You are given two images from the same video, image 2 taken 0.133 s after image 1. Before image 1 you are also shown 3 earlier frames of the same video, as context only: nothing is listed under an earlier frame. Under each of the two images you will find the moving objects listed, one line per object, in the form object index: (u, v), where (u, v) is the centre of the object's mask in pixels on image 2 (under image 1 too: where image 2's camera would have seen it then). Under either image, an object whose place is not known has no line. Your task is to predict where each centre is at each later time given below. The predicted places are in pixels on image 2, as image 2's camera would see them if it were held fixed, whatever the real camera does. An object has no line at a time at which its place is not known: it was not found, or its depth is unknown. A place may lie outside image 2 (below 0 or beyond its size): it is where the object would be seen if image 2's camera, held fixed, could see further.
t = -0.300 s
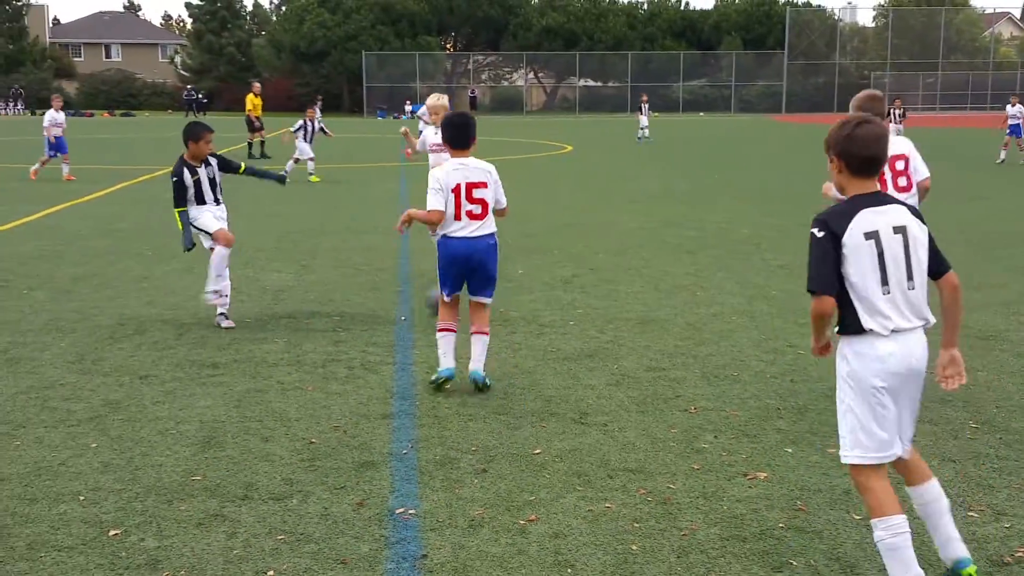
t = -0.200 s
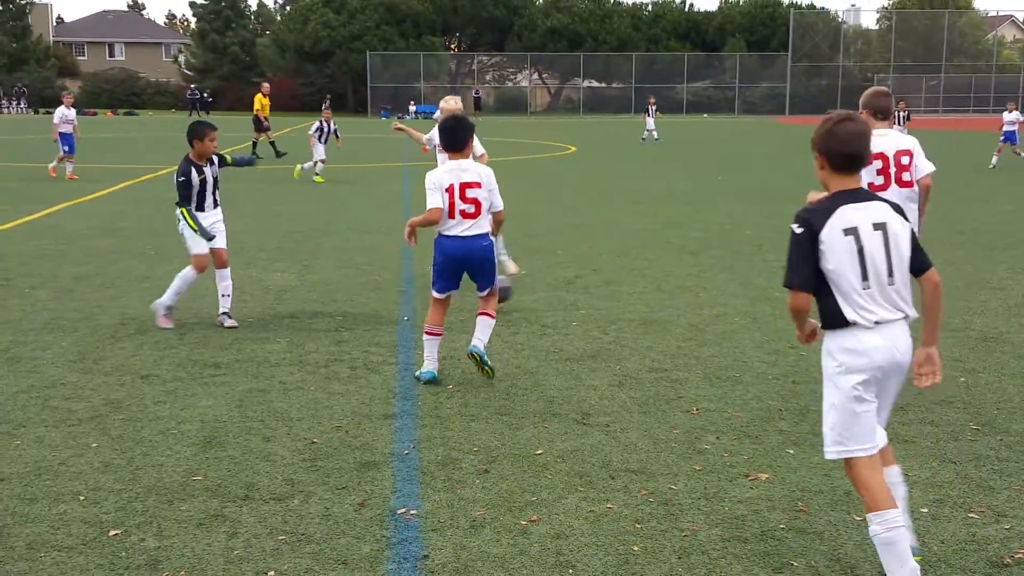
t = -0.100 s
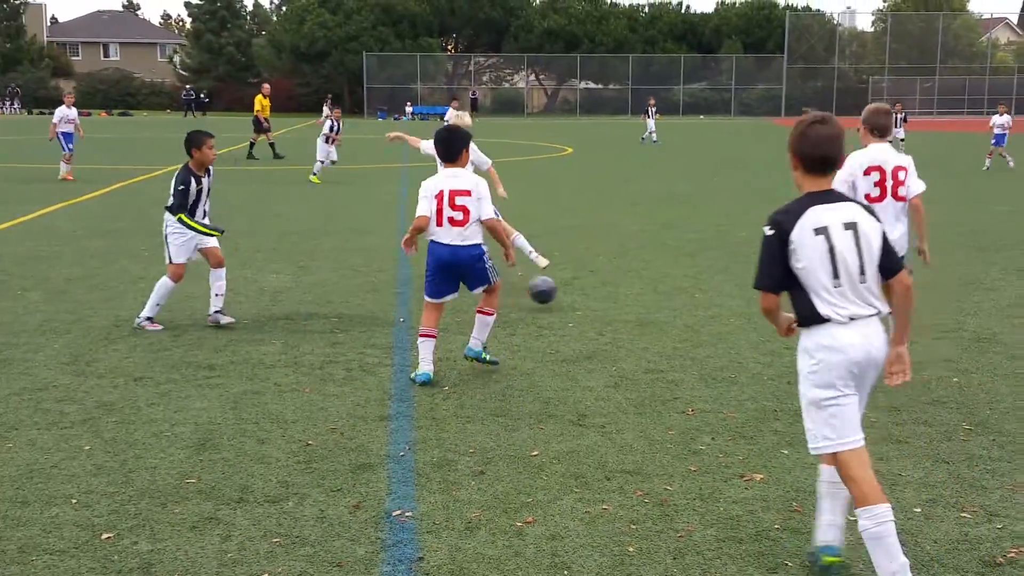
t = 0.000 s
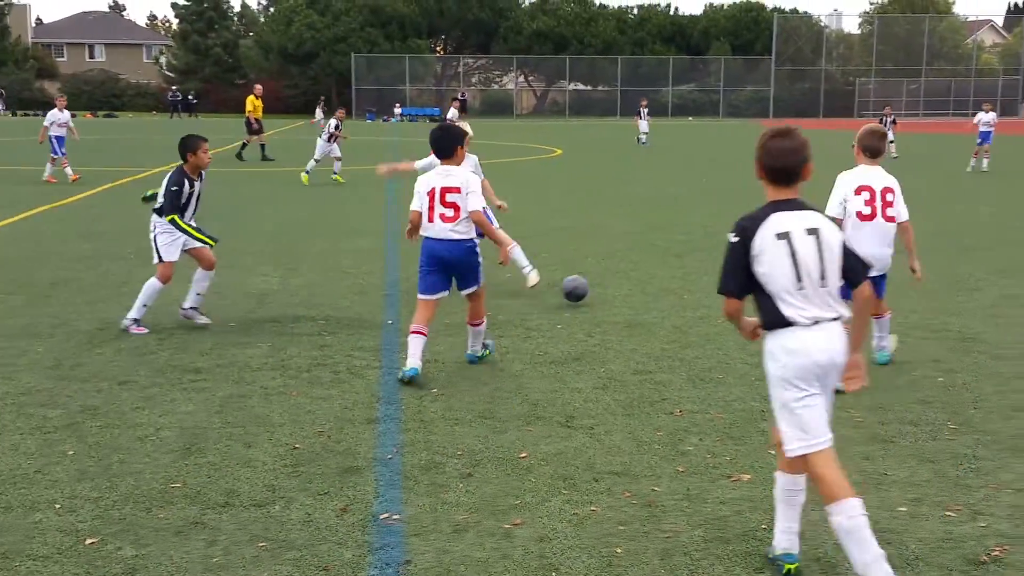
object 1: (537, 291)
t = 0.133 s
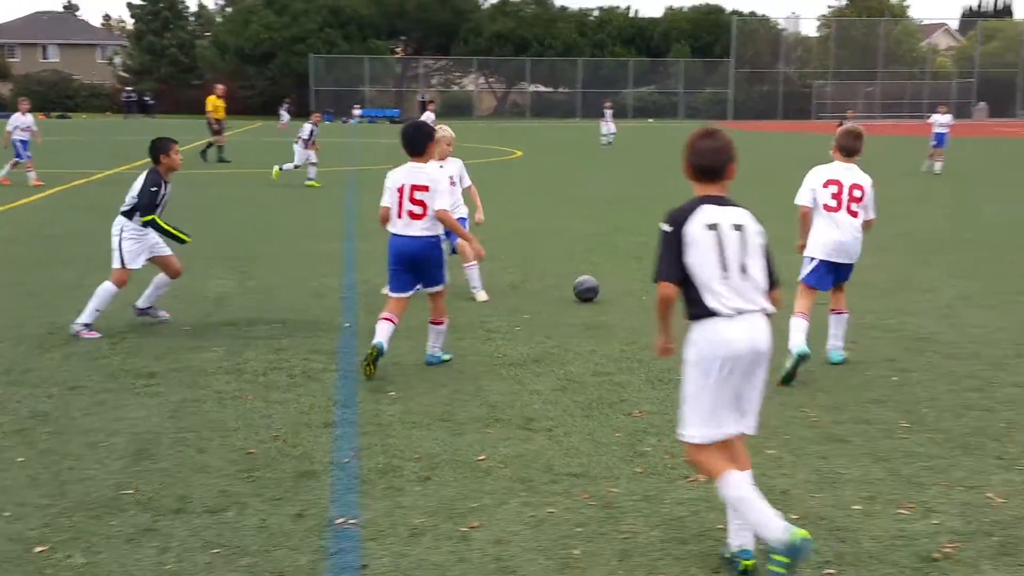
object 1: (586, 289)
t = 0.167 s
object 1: (597, 286)
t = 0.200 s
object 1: (607, 283)
